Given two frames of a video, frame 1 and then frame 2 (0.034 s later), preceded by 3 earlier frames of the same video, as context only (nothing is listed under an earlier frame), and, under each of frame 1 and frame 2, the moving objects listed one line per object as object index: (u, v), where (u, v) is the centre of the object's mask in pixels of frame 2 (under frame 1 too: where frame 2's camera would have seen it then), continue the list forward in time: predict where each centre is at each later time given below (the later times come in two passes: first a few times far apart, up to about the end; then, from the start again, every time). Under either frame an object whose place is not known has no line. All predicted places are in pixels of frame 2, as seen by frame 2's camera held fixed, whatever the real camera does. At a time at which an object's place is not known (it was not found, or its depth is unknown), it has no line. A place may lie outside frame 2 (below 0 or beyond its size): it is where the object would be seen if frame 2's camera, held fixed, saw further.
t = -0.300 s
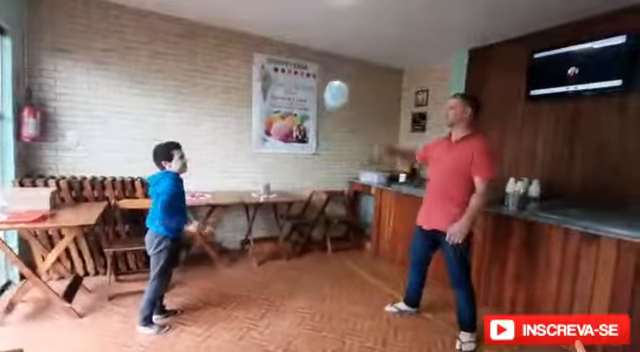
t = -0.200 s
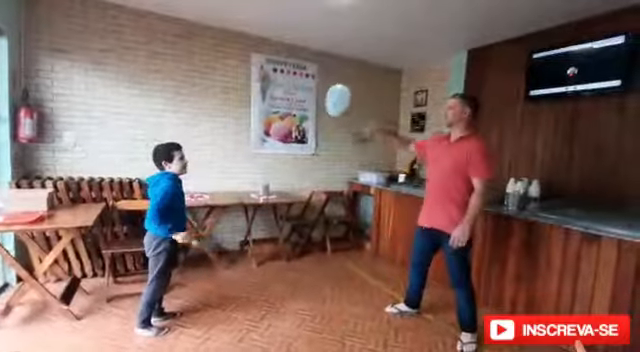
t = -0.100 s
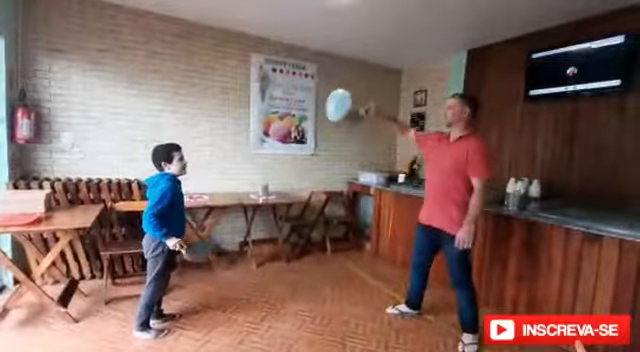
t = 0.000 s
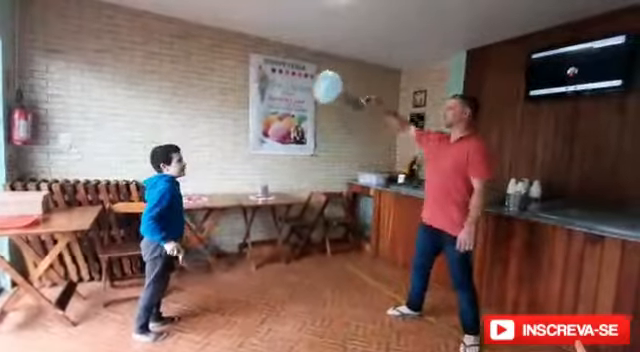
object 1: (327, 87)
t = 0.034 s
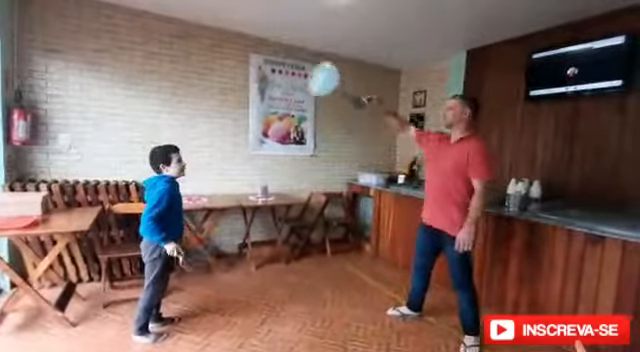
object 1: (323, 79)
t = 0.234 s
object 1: (304, 46)
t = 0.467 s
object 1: (286, 32)
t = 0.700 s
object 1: (270, 39)
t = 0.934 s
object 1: (259, 62)
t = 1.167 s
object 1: (251, 99)
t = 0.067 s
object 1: (320, 72)
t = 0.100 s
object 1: (316, 66)
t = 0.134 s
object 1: (313, 60)
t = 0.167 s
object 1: (310, 55)
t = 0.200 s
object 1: (307, 50)
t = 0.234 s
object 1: (304, 46)
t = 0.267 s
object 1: (301, 42)
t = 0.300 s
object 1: (299, 39)
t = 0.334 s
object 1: (296, 37)
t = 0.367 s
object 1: (293, 35)
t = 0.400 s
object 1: (291, 34)
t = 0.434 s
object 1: (288, 32)
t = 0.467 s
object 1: (286, 32)
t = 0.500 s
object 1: (284, 33)
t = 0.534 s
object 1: (281, 33)
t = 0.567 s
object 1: (278, 34)
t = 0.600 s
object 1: (276, 35)
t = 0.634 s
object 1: (274, 35)
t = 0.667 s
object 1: (273, 36)
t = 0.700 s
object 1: (270, 39)
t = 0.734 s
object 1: (268, 42)
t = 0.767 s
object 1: (265, 45)
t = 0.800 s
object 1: (265, 48)
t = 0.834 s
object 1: (263, 52)
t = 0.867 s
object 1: (261, 55)
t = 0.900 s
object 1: (260, 59)
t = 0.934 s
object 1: (259, 62)
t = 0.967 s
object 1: (259, 67)
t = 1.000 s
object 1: (257, 71)
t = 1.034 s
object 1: (255, 77)
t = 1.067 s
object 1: (254, 81)
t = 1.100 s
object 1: (253, 85)
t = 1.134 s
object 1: (252, 94)
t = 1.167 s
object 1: (251, 99)
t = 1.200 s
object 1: (251, 105)
